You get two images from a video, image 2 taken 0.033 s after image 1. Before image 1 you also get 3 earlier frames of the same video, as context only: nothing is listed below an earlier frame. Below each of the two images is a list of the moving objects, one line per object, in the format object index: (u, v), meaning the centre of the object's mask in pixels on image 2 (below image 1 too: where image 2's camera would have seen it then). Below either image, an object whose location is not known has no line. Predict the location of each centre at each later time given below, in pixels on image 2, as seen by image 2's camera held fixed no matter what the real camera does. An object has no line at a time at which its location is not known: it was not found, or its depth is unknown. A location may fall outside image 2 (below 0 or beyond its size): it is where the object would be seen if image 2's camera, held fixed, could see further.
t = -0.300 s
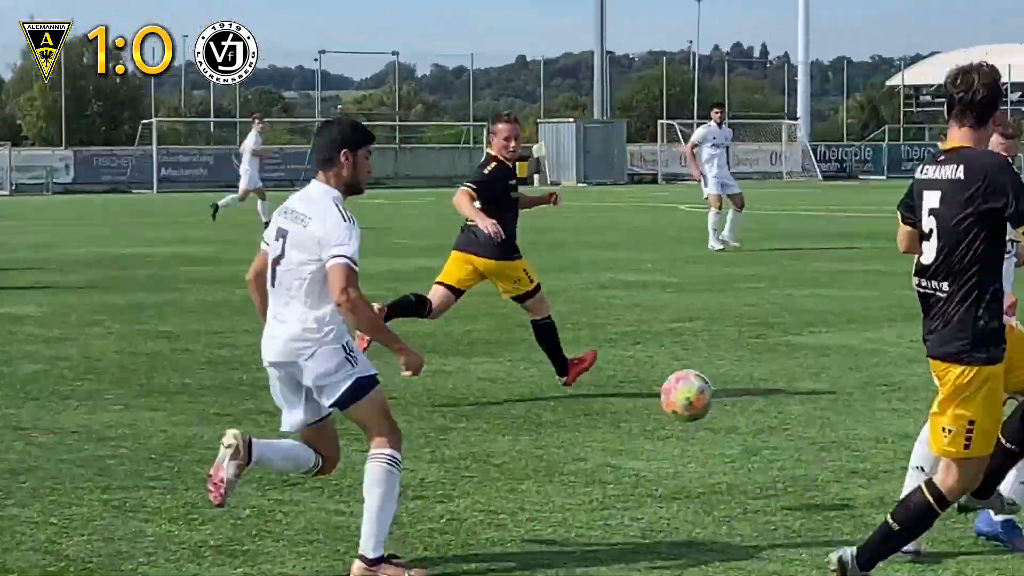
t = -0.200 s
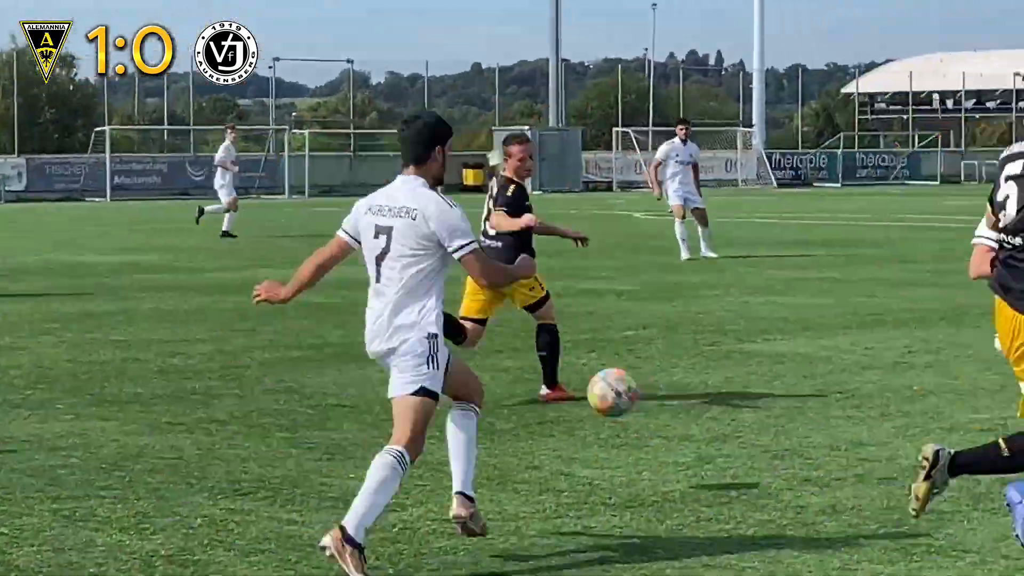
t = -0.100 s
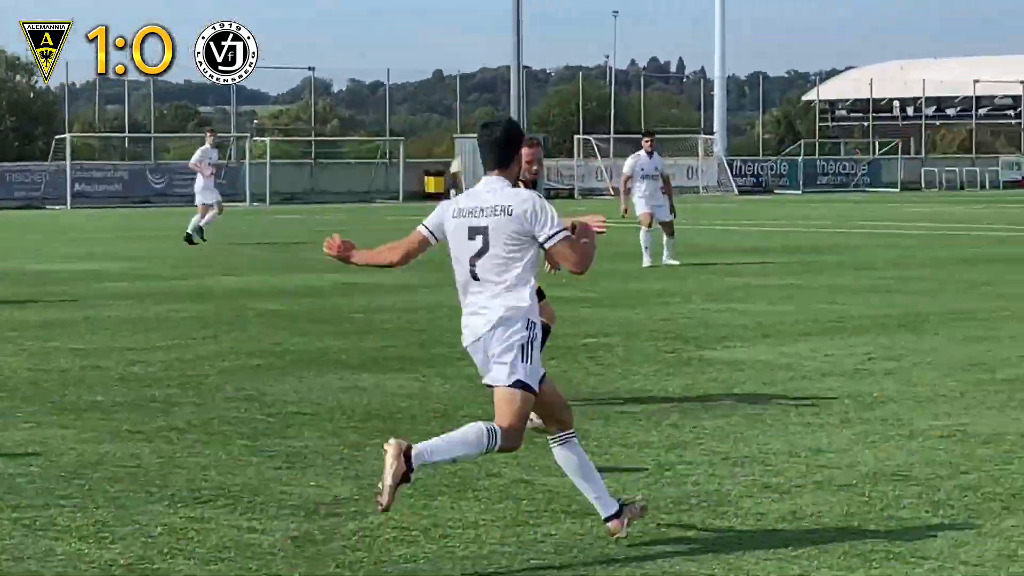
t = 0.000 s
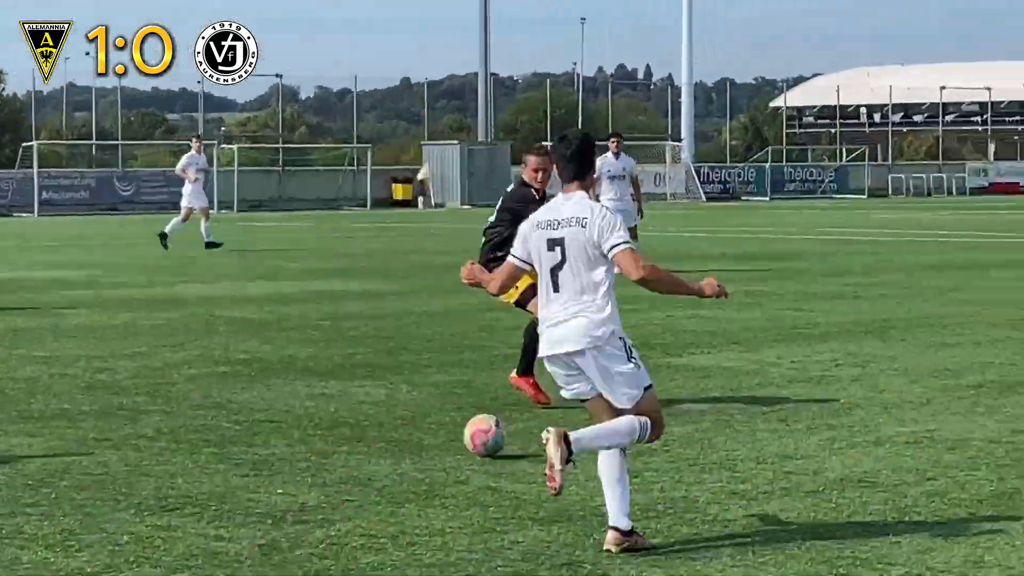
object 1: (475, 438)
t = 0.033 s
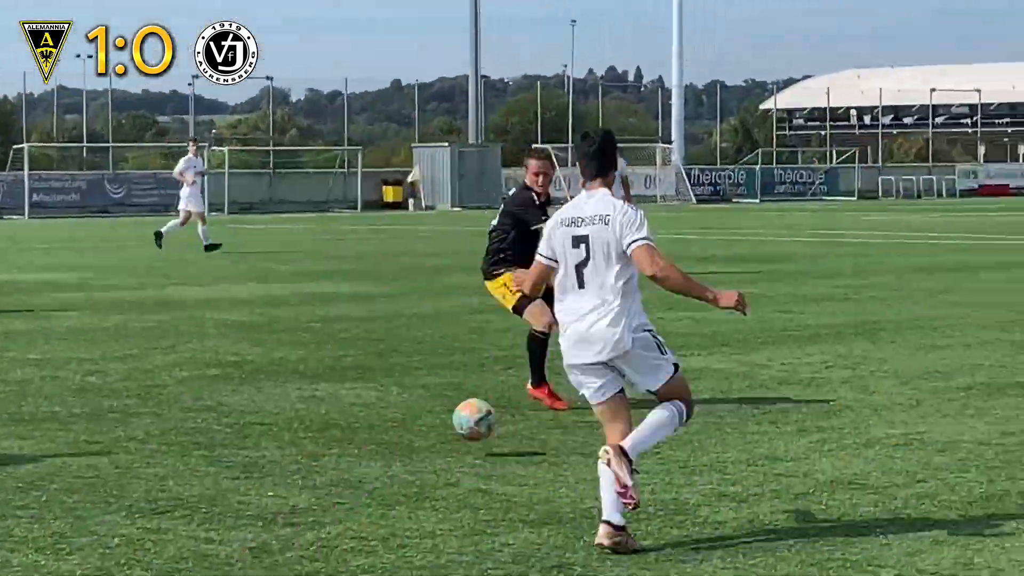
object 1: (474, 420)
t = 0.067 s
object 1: (473, 404)
